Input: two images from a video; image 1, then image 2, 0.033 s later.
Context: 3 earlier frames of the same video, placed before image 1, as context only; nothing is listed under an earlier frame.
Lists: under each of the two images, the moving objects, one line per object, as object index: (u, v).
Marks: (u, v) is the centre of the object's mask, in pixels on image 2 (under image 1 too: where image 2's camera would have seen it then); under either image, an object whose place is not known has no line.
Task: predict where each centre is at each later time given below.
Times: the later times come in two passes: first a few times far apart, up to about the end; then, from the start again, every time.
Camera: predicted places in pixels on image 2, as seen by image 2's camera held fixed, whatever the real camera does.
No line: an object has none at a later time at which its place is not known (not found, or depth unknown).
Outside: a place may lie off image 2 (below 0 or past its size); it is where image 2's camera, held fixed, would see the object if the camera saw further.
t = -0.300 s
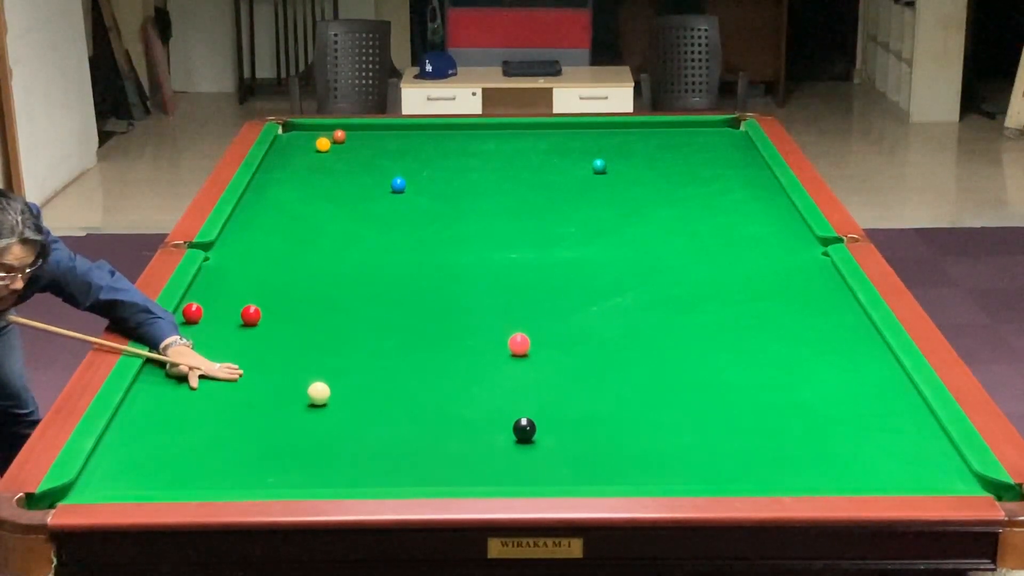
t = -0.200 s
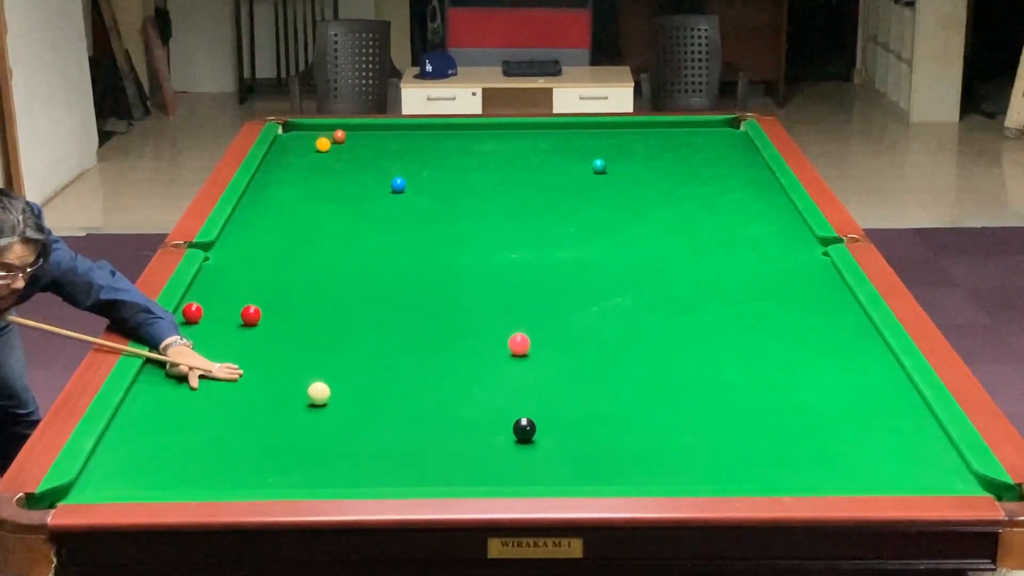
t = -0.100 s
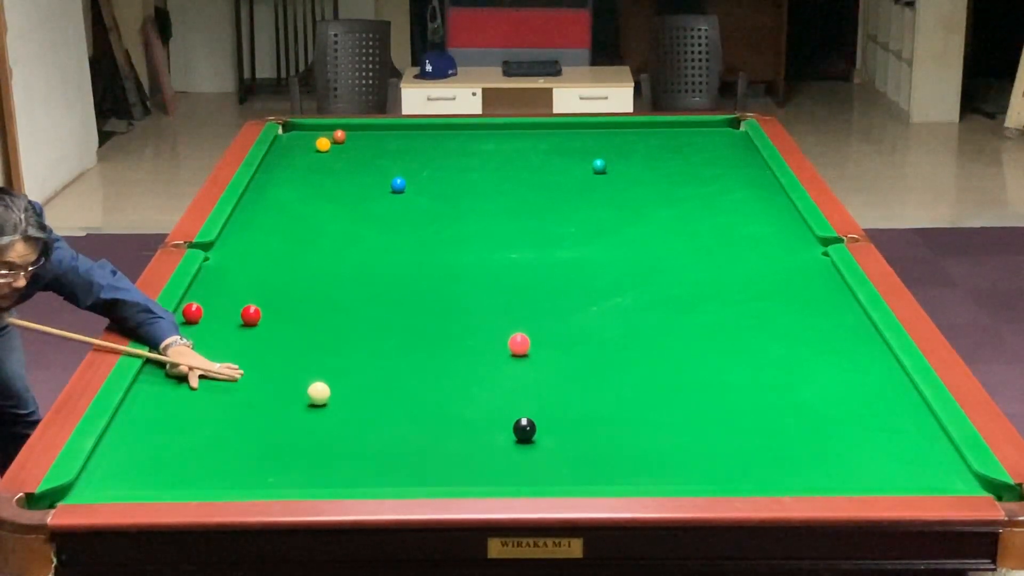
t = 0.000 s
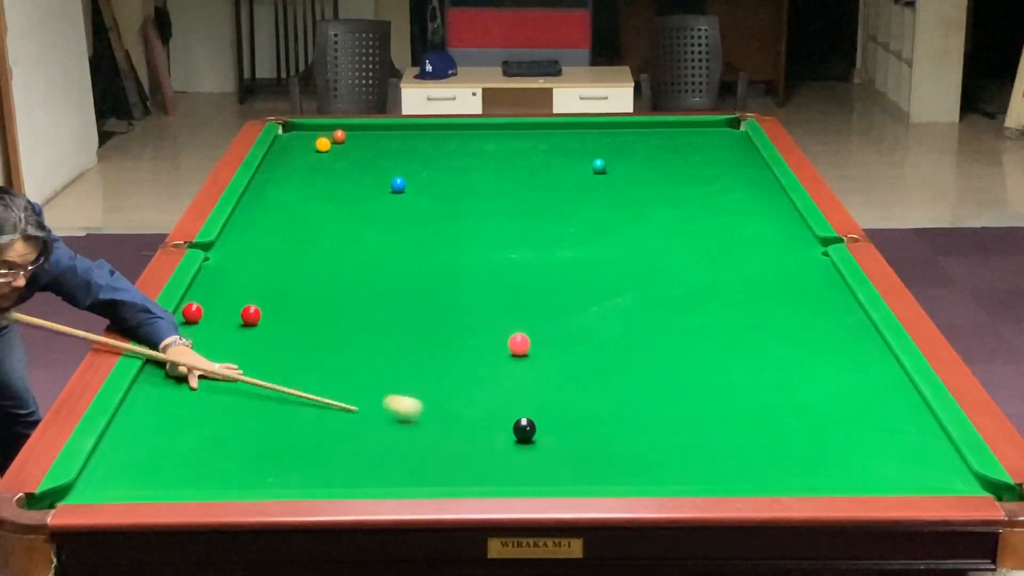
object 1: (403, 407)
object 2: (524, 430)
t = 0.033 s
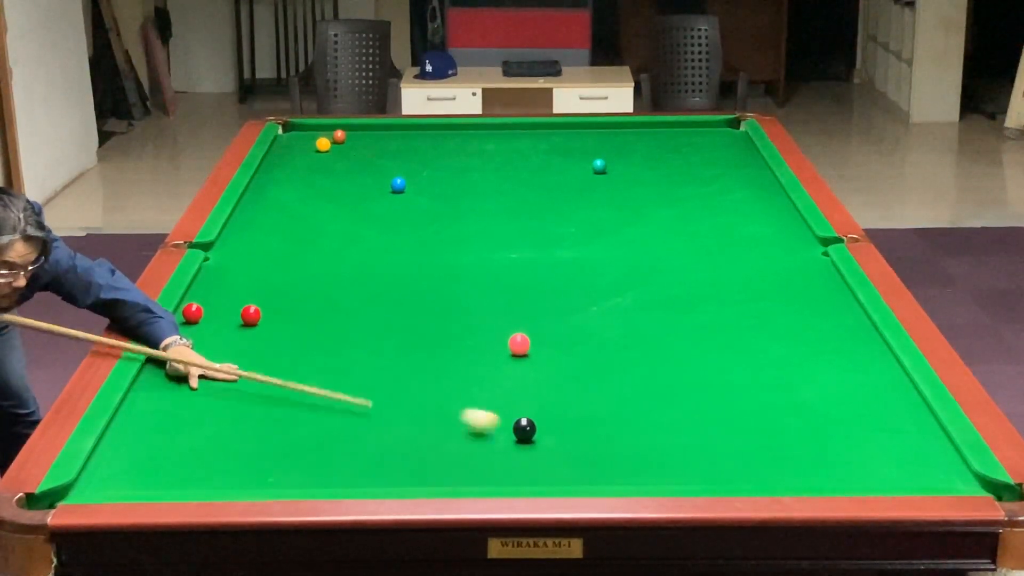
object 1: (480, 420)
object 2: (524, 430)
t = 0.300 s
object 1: (479, 451)
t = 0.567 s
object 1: (450, 473)
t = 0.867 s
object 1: (415, 479)
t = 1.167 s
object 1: (382, 469)
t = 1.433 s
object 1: (355, 456)
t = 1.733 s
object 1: (328, 443)
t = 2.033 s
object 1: (303, 432)
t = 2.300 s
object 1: (284, 424)
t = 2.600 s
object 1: (265, 415)
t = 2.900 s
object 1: (249, 408)
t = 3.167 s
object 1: (236, 401)
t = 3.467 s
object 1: (224, 397)
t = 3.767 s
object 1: (214, 393)
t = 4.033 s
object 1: (206, 390)
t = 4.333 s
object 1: (200, 387)
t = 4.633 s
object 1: (196, 386)
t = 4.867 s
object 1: (194, 385)
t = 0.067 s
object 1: (501, 428)
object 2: (581, 437)
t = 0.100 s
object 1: (499, 432)
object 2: (667, 448)
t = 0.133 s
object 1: (496, 437)
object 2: (745, 458)
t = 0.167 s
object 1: (493, 440)
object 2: (833, 470)
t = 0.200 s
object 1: (490, 442)
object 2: (920, 476)
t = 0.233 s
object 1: (486, 445)
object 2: (999, 491)
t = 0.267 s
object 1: (482, 448)
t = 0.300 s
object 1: (479, 451)
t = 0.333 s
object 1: (475, 454)
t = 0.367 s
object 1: (472, 457)
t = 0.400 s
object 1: (468, 460)
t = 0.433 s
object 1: (464, 462)
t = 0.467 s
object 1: (461, 465)
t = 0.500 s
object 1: (457, 468)
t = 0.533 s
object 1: (453, 471)
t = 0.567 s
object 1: (450, 473)
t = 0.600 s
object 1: (446, 474)
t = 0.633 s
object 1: (442, 476)
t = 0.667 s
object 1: (439, 477)
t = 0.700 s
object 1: (435, 479)
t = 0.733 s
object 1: (431, 481)
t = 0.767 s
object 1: (427, 482)
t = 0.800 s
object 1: (423, 481)
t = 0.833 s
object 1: (419, 480)
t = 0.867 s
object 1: (415, 479)
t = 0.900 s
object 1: (412, 477)
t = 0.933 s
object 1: (408, 477)
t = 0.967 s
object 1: (404, 476)
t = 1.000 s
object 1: (400, 475)
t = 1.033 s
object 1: (396, 474)
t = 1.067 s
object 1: (392, 473)
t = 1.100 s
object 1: (389, 472)
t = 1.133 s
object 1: (385, 470)
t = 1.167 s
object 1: (382, 469)
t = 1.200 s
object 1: (378, 467)
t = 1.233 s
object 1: (375, 465)
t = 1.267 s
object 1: (371, 464)
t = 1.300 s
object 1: (368, 462)
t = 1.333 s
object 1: (365, 460)
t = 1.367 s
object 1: (361, 459)
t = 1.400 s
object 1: (358, 458)
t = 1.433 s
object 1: (355, 456)
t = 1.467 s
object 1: (352, 455)
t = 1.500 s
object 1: (349, 453)
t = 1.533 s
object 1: (346, 452)
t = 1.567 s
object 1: (343, 450)
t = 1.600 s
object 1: (339, 449)
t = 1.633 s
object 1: (336, 448)
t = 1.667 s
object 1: (333, 446)
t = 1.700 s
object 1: (330, 445)
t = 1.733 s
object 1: (328, 443)
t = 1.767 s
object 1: (325, 442)
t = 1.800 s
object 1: (322, 441)
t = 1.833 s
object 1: (319, 439)
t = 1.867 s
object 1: (317, 438)
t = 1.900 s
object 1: (313, 437)
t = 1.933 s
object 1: (311, 436)
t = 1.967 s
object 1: (309, 435)
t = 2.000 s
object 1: (306, 433)
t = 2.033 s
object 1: (303, 432)
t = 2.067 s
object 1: (301, 431)
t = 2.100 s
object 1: (298, 430)
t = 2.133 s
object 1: (296, 429)
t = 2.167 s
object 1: (293, 428)
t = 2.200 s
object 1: (291, 427)
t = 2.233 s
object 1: (289, 426)
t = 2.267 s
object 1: (286, 425)
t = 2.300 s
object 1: (284, 424)
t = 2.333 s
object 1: (282, 423)
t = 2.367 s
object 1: (280, 422)
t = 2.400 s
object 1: (277, 421)
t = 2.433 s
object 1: (275, 420)
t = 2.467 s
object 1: (273, 419)
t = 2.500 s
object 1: (271, 418)
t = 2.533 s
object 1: (269, 417)
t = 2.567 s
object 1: (267, 416)
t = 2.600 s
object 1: (265, 415)
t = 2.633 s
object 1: (263, 414)
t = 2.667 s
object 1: (261, 414)
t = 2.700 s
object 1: (259, 413)
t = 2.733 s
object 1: (258, 412)
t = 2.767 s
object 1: (256, 411)
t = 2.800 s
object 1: (254, 410)
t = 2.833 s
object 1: (252, 409)
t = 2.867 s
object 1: (251, 409)
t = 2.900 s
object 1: (249, 408)
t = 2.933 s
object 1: (247, 407)
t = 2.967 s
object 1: (246, 406)
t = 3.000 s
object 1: (244, 406)
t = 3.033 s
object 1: (242, 405)
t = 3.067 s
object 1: (241, 404)
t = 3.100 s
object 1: (239, 404)
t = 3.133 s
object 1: (238, 403)
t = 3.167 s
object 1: (236, 401)
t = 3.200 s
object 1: (235, 401)
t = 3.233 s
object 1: (233, 401)
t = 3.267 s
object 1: (232, 400)
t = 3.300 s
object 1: (231, 400)
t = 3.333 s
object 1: (229, 399)
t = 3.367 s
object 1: (228, 398)
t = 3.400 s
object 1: (227, 398)
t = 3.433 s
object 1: (225, 397)
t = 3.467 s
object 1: (224, 397)
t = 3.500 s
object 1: (223, 396)
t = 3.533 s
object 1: (222, 396)
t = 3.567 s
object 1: (220, 395)
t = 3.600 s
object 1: (219, 395)
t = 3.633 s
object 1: (218, 394)
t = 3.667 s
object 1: (217, 394)
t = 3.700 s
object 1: (216, 393)
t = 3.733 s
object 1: (215, 393)
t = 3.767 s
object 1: (214, 393)
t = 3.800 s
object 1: (213, 392)
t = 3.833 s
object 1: (212, 392)
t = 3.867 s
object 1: (211, 391)
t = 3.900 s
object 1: (210, 391)
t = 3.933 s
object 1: (209, 391)
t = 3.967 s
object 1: (208, 391)
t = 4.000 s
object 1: (207, 390)
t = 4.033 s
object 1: (206, 390)
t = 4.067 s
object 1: (205, 389)
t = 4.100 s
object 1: (204, 389)
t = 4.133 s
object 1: (204, 389)
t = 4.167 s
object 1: (203, 389)
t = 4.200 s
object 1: (202, 388)
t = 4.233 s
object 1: (202, 388)
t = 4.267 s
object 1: (201, 388)
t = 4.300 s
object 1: (200, 387)
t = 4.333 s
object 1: (200, 387)
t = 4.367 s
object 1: (199, 387)
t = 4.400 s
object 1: (199, 387)
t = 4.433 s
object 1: (198, 387)
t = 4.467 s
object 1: (198, 386)
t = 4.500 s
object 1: (197, 386)
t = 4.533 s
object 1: (197, 386)
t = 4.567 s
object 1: (196, 386)
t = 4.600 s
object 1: (196, 386)
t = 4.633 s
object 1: (196, 386)
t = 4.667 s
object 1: (195, 386)
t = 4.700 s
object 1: (195, 386)
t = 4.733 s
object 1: (195, 385)
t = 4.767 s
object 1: (194, 385)
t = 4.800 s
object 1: (194, 385)
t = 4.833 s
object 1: (194, 385)
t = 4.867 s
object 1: (194, 385)
